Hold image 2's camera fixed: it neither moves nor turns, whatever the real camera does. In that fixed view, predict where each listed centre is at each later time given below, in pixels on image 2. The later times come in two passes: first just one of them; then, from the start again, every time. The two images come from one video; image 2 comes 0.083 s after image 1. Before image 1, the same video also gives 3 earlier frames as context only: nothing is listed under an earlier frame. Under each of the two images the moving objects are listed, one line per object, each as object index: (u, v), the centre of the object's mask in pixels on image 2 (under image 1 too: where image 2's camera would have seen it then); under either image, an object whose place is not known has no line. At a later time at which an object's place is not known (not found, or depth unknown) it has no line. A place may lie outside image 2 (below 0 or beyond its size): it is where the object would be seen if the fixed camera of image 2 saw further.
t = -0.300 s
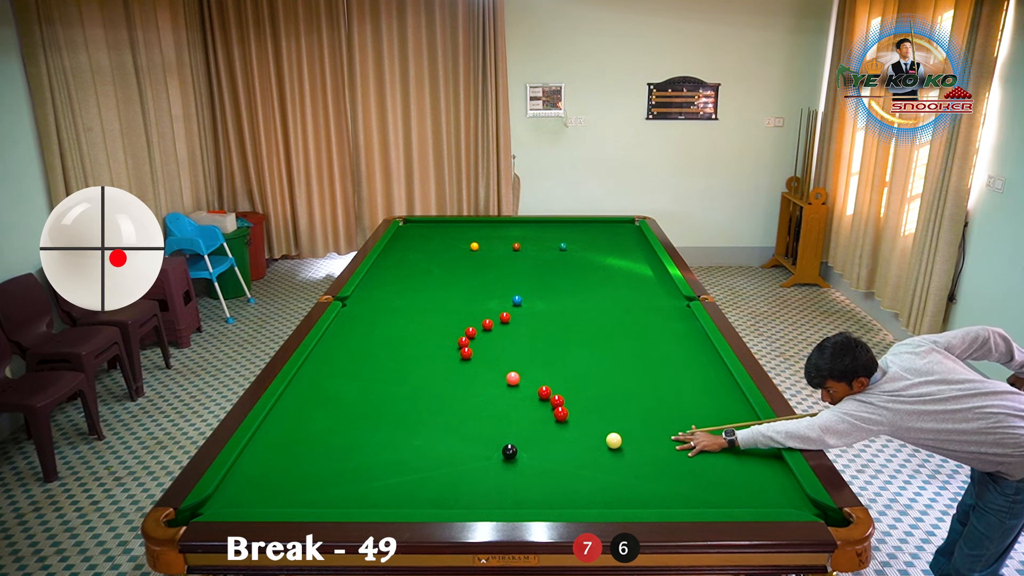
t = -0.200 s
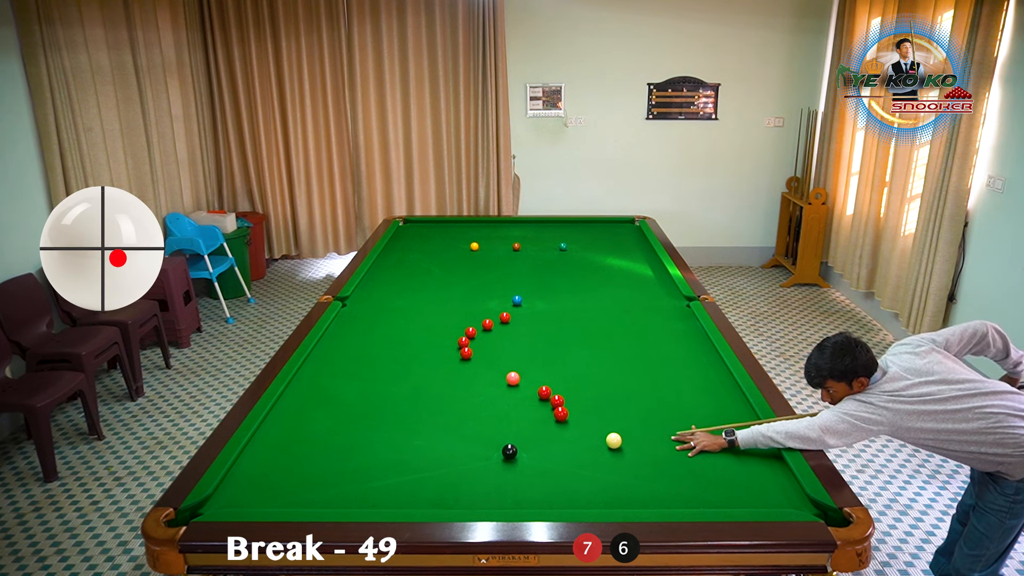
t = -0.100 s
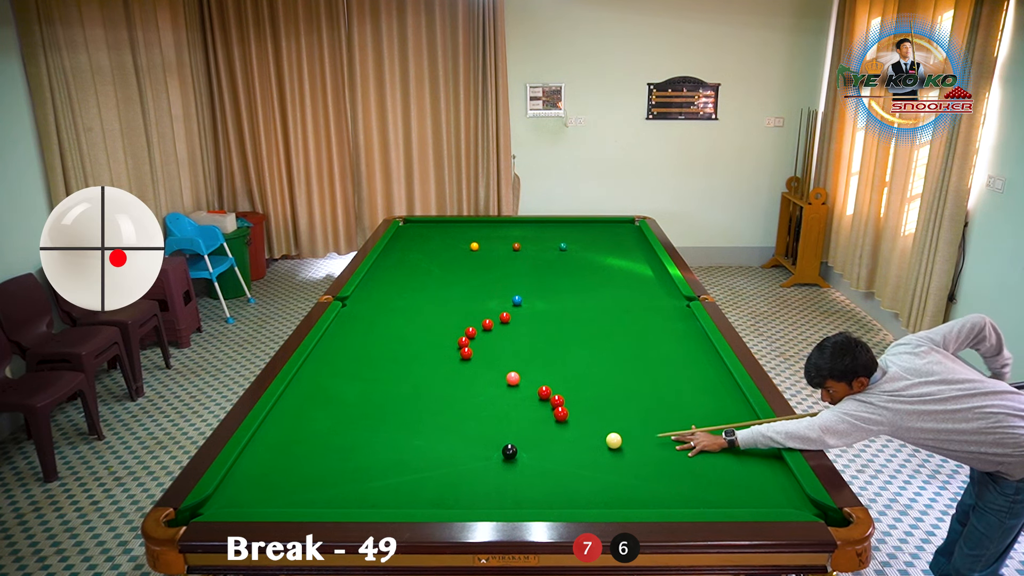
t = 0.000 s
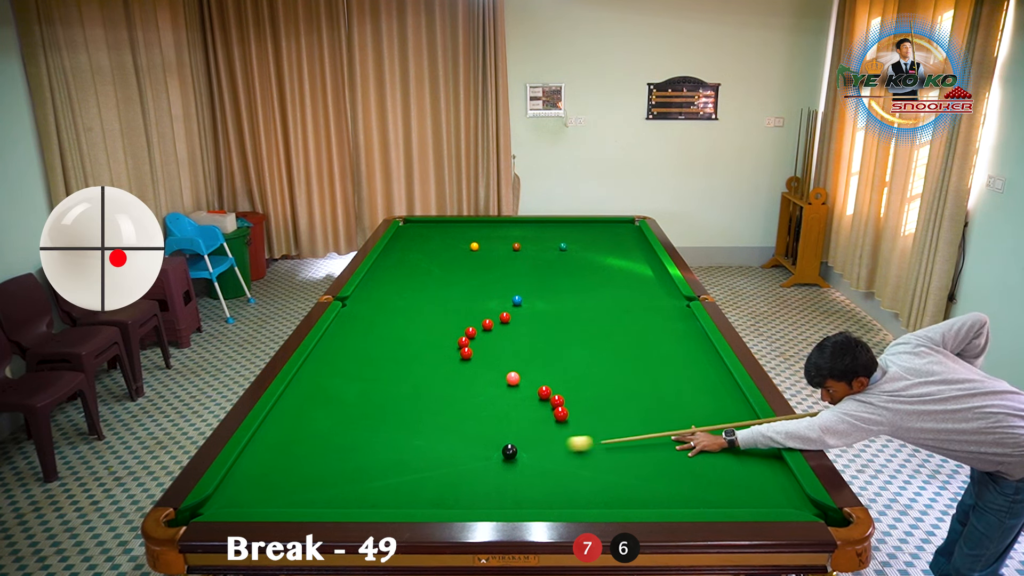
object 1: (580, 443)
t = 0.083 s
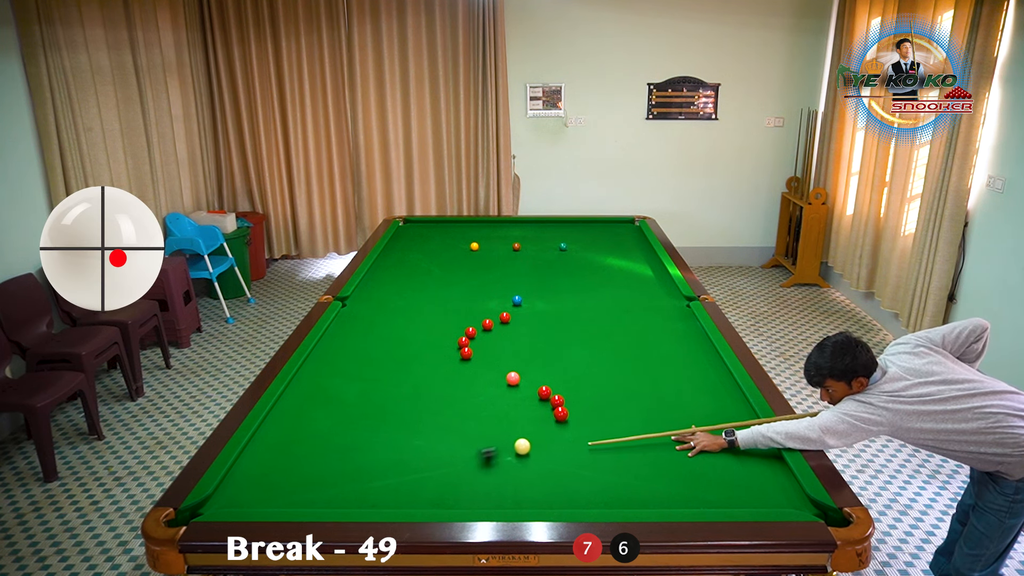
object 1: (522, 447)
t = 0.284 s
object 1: (510, 435)
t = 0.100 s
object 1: (521, 445)
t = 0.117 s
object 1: (520, 444)
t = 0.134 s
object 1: (519, 443)
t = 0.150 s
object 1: (518, 442)
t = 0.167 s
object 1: (516, 442)
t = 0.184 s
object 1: (516, 441)
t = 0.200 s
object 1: (515, 440)
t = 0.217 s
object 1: (514, 439)
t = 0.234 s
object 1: (513, 438)
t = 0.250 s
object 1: (512, 437)
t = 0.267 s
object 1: (511, 436)
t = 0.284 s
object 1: (510, 435)
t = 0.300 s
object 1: (509, 434)
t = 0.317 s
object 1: (508, 433)
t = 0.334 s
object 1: (507, 432)
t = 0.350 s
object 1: (506, 432)
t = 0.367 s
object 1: (505, 431)
